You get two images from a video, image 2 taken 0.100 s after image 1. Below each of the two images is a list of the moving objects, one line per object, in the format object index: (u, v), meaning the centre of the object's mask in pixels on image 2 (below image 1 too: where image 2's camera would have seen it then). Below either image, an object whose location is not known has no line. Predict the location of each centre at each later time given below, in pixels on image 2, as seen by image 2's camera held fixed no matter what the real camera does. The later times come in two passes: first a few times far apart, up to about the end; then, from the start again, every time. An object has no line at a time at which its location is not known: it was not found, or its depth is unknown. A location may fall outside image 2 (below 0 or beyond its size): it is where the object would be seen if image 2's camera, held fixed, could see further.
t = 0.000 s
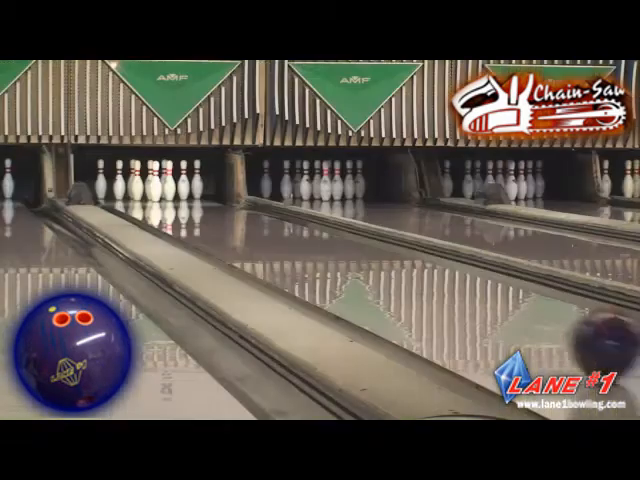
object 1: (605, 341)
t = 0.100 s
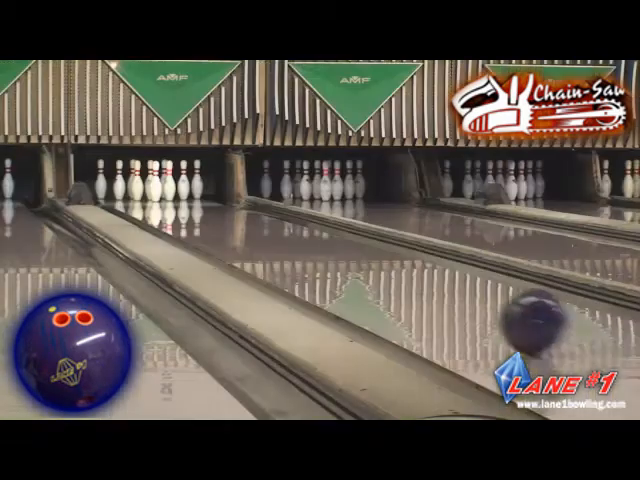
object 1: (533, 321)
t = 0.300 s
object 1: (421, 288)
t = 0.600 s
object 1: (313, 255)
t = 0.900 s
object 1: (242, 233)
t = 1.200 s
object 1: (194, 216)
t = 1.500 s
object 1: (164, 205)
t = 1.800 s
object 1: (148, 197)
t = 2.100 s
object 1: (143, 192)
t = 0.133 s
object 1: (511, 315)
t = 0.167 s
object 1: (491, 309)
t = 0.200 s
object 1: (472, 303)
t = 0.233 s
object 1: (454, 298)
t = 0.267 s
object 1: (437, 292)
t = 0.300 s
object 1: (421, 288)
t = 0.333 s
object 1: (407, 283)
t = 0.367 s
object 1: (393, 279)
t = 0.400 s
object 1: (380, 276)
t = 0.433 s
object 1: (367, 272)
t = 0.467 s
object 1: (355, 268)
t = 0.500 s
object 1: (344, 265)
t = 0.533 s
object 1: (332, 262)
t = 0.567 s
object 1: (323, 258)
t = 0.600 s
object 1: (313, 255)
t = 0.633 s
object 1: (303, 251)
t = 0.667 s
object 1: (295, 249)
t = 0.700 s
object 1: (286, 246)
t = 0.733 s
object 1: (277, 243)
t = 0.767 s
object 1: (271, 240)
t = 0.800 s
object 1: (263, 238)
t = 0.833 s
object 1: (255, 236)
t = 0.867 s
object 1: (248, 234)
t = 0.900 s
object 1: (242, 233)
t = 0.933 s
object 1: (236, 230)
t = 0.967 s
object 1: (230, 228)
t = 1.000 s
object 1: (226, 226)
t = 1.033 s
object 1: (220, 224)
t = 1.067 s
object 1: (215, 223)
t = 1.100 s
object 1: (208, 221)
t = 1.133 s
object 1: (204, 220)
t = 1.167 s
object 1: (200, 218)
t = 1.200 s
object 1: (194, 216)
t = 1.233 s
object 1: (191, 215)
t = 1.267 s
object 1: (187, 214)
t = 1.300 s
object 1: (183, 212)
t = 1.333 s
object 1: (180, 211)
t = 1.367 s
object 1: (176, 210)
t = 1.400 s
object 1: (173, 209)
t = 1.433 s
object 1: (169, 207)
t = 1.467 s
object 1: (166, 206)
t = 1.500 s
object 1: (164, 205)
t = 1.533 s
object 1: (161, 204)
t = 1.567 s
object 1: (159, 203)
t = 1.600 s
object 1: (156, 202)
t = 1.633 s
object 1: (155, 201)
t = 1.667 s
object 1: (153, 200)
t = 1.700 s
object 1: (151, 199)
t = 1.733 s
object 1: (150, 199)
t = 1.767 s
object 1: (149, 198)
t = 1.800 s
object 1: (148, 197)
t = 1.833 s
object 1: (147, 197)
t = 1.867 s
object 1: (146, 196)
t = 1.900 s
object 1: (146, 195)
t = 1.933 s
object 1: (145, 195)
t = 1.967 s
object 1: (145, 194)
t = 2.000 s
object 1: (144, 194)
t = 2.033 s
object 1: (144, 193)
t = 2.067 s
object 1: (144, 192)
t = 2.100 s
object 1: (143, 192)
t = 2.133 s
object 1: (143, 191)
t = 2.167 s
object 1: (141, 191)
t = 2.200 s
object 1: (137, 190)
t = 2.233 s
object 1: (135, 189)
